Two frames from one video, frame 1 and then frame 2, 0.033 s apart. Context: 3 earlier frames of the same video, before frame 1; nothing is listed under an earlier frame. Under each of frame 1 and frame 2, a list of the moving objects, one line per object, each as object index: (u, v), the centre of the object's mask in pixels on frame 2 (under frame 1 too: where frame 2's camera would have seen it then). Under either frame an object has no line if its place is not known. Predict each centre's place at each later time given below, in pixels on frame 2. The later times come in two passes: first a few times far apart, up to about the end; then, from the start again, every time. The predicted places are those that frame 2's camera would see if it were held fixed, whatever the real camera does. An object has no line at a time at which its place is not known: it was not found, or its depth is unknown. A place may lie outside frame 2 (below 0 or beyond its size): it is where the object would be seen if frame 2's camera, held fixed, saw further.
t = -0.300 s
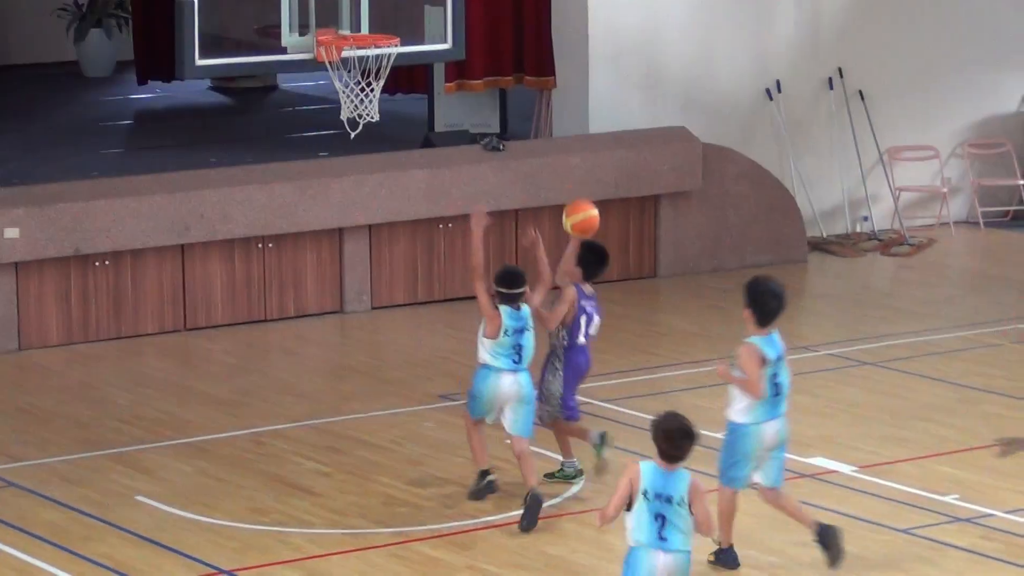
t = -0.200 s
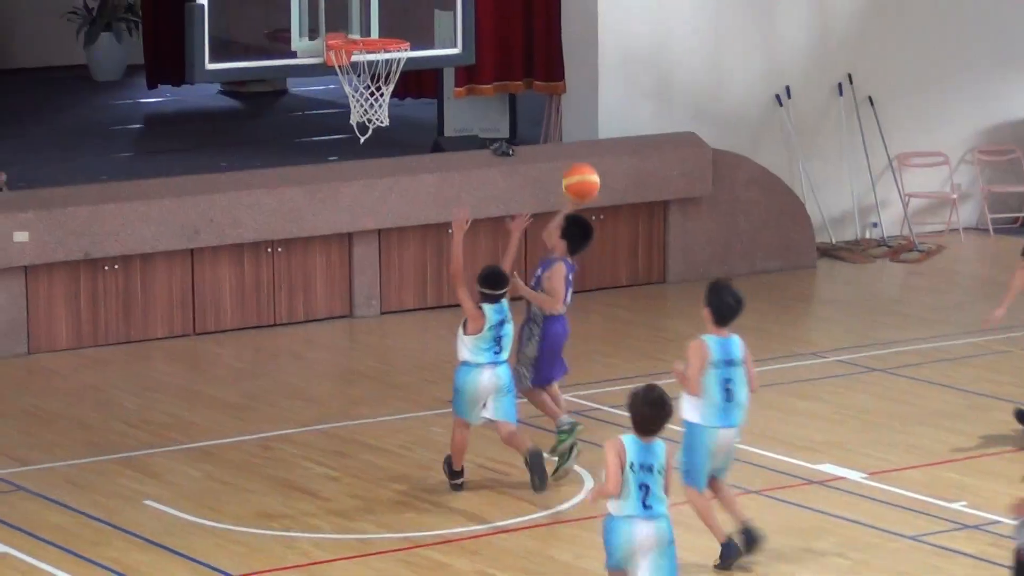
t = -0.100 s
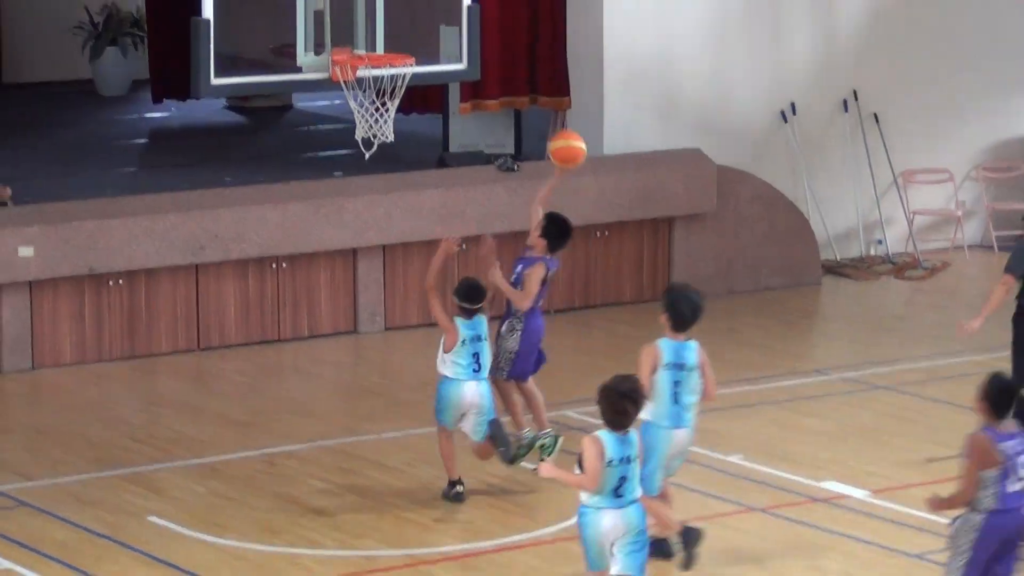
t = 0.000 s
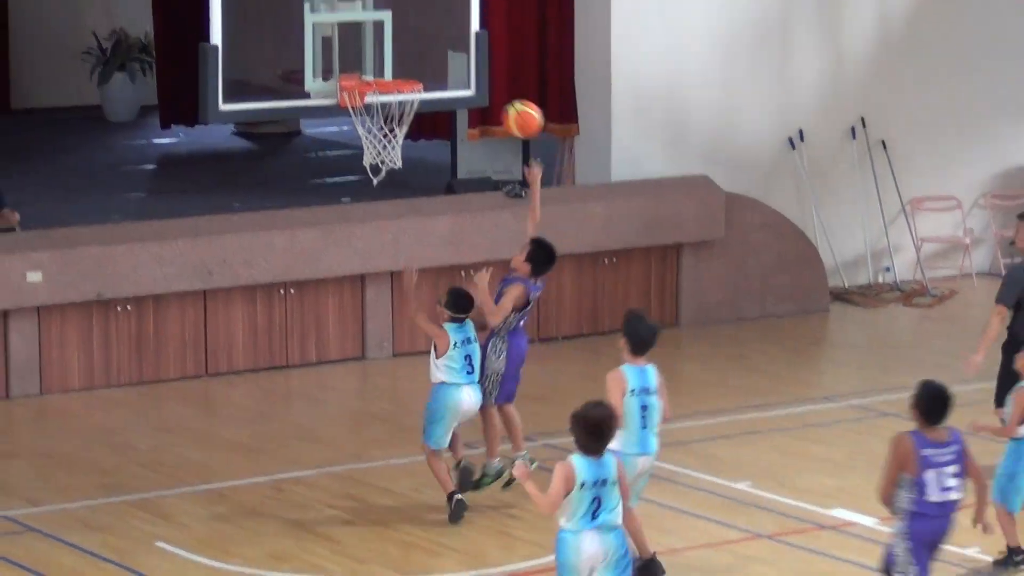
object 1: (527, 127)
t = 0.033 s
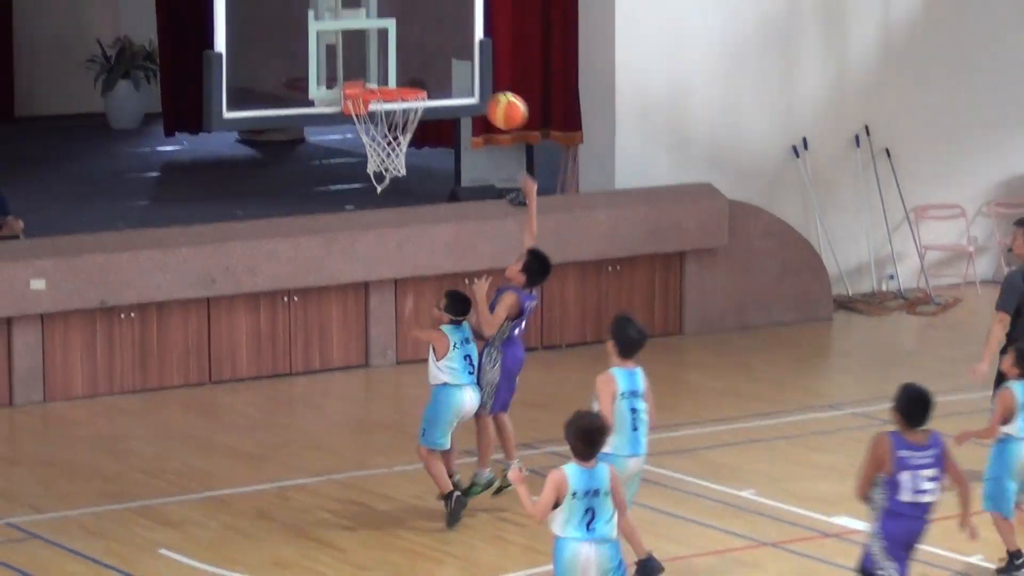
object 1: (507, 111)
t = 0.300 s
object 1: (384, 58)
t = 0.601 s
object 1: (391, 111)
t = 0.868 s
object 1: (367, 155)
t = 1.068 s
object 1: (389, 177)
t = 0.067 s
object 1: (489, 97)
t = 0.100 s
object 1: (468, 85)
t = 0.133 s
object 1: (447, 74)
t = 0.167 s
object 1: (427, 66)
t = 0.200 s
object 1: (409, 60)
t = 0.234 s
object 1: (389, 55)
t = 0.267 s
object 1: (385, 55)
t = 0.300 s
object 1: (384, 58)
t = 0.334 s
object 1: (383, 62)
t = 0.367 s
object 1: (382, 69)
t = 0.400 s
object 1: (381, 77)
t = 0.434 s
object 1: (381, 83)
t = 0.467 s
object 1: (385, 90)
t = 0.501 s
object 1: (390, 90)
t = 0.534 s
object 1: (395, 96)
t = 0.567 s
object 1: (397, 102)
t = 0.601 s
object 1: (391, 111)
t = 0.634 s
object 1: (386, 121)
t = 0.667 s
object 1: (380, 131)
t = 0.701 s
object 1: (373, 139)
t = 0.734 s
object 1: (369, 146)
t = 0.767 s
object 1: (366, 148)
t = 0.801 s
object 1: (364, 152)
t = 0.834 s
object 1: (364, 152)
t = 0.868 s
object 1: (367, 155)
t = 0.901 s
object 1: (369, 157)
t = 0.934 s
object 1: (373, 161)
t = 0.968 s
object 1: (377, 163)
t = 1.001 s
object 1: (380, 169)
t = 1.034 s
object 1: (384, 173)
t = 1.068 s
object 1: (389, 177)
